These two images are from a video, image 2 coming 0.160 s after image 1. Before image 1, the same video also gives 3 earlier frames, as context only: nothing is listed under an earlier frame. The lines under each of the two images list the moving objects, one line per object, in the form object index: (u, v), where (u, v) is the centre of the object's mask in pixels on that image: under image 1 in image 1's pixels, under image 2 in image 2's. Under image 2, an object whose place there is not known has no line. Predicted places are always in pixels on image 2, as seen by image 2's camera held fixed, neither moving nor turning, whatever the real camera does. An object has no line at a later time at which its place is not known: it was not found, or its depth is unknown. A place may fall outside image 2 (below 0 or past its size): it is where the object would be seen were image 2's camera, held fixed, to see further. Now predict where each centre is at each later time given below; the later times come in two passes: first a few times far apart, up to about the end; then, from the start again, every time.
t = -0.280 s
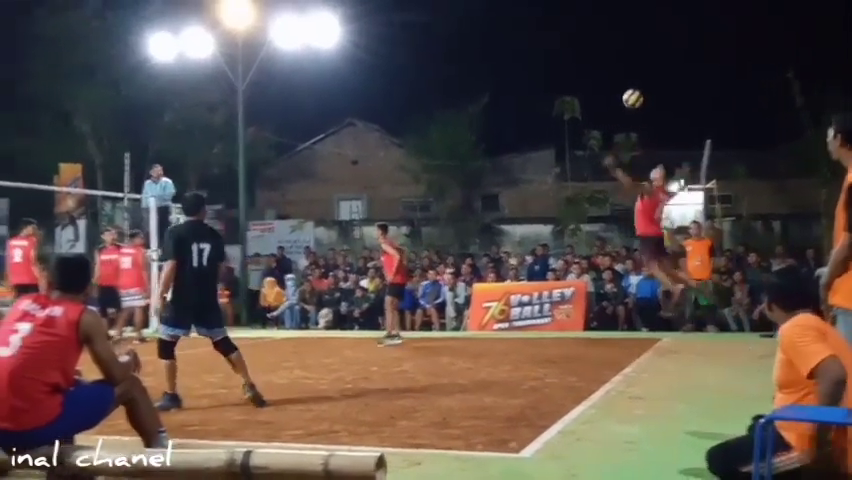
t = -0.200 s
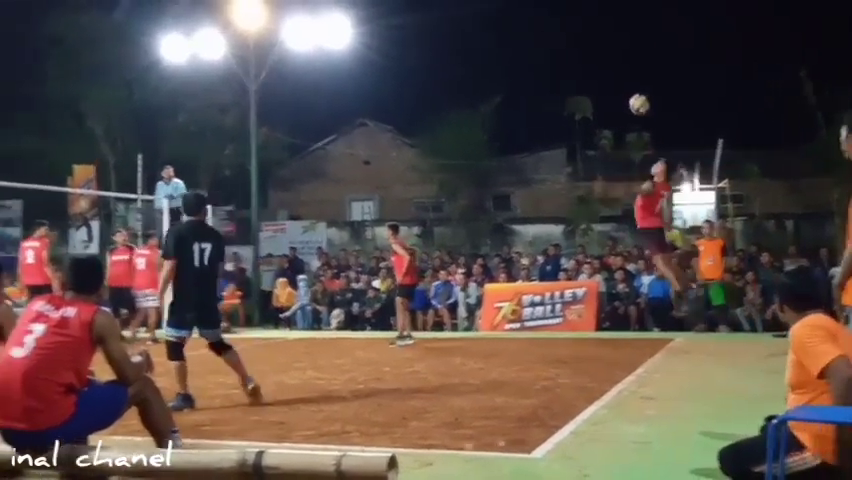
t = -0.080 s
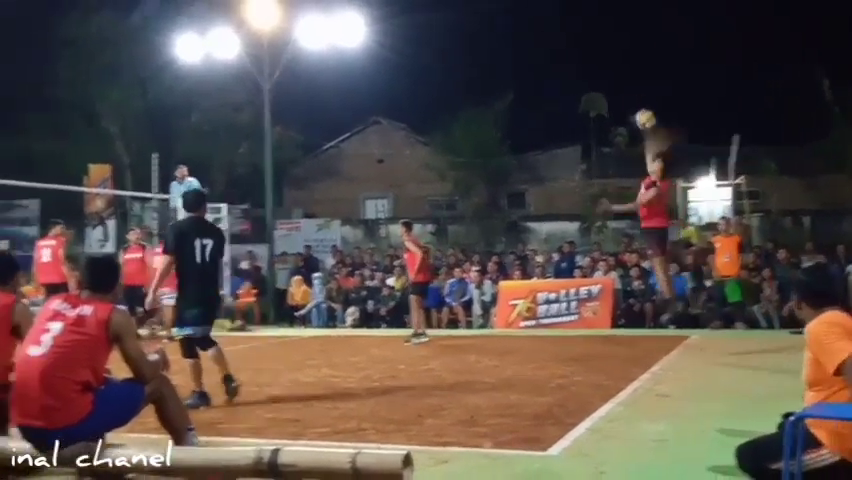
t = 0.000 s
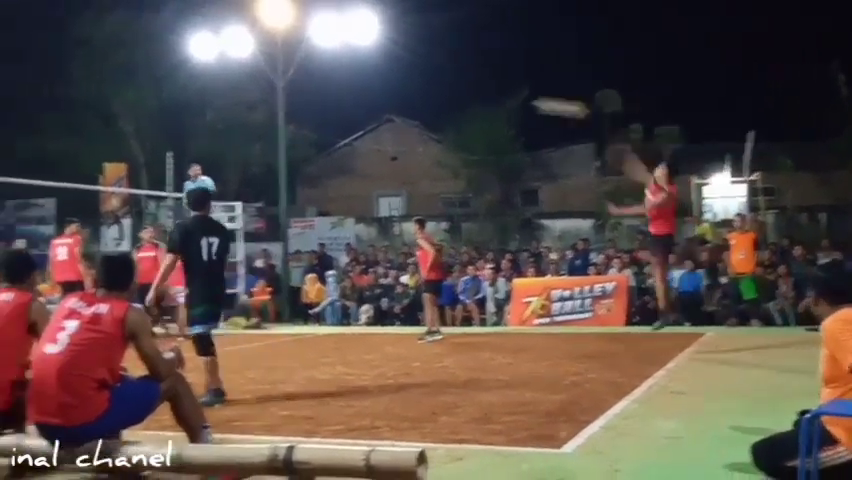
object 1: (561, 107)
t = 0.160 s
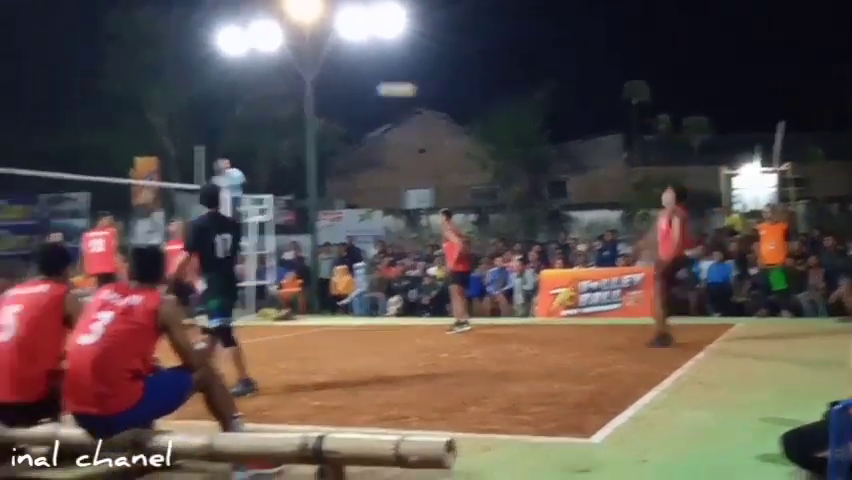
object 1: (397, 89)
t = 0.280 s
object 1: (277, 96)
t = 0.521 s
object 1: (77, 129)
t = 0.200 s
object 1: (355, 90)
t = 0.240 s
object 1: (316, 92)
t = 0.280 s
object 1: (277, 96)
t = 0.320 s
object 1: (240, 100)
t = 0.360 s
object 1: (203, 104)
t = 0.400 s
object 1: (169, 108)
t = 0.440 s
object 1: (138, 115)
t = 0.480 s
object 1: (107, 121)
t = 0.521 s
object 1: (77, 129)
